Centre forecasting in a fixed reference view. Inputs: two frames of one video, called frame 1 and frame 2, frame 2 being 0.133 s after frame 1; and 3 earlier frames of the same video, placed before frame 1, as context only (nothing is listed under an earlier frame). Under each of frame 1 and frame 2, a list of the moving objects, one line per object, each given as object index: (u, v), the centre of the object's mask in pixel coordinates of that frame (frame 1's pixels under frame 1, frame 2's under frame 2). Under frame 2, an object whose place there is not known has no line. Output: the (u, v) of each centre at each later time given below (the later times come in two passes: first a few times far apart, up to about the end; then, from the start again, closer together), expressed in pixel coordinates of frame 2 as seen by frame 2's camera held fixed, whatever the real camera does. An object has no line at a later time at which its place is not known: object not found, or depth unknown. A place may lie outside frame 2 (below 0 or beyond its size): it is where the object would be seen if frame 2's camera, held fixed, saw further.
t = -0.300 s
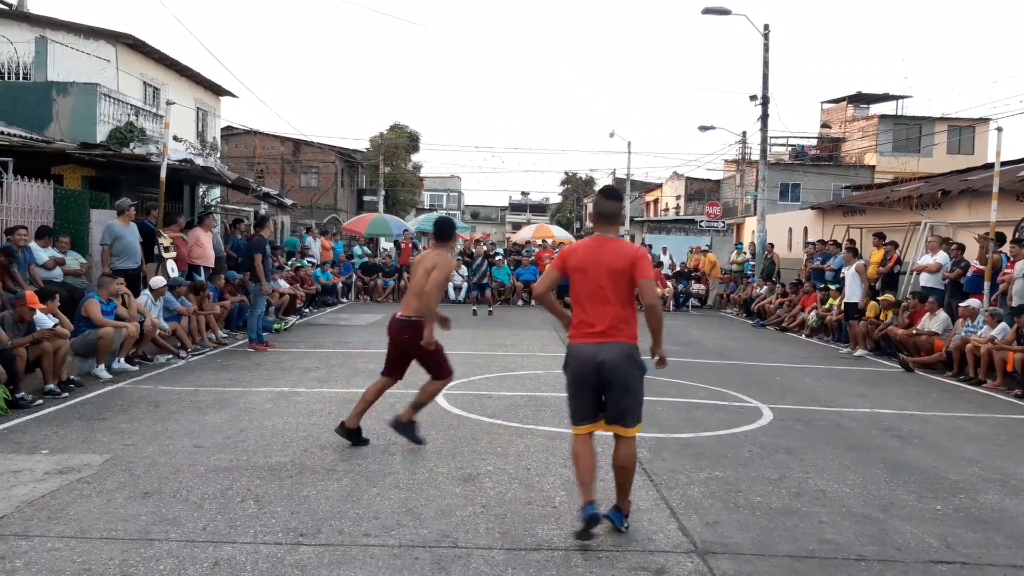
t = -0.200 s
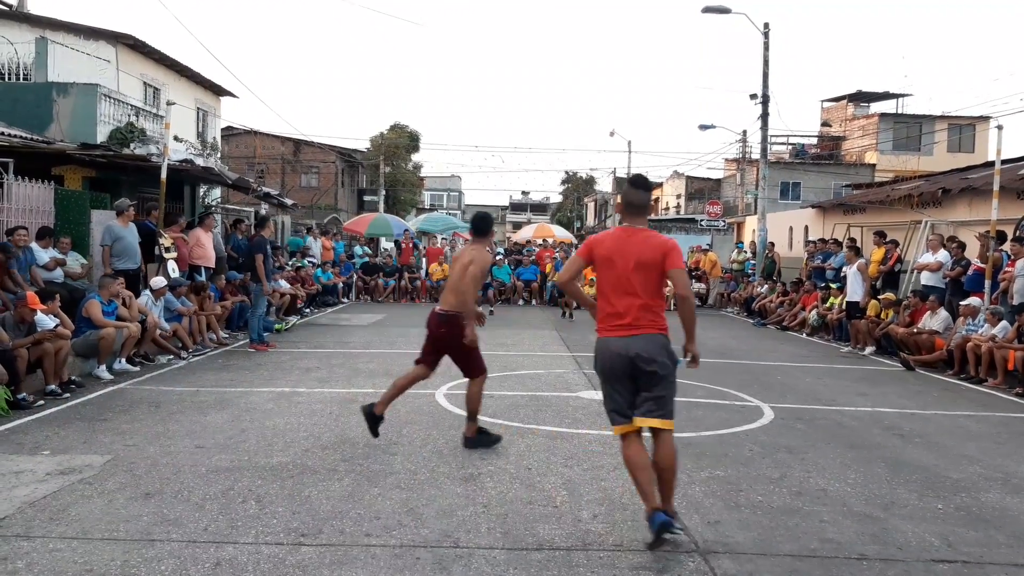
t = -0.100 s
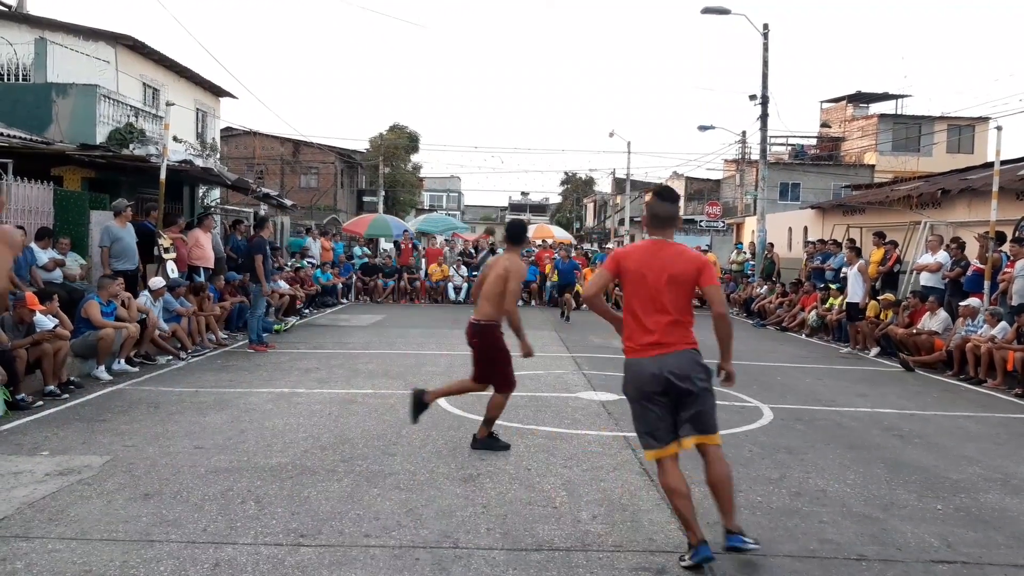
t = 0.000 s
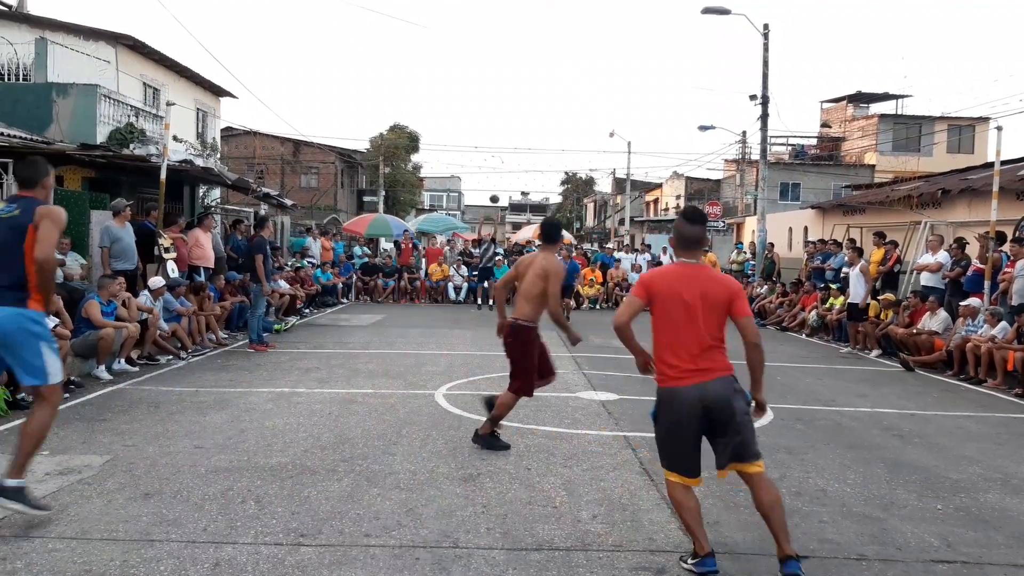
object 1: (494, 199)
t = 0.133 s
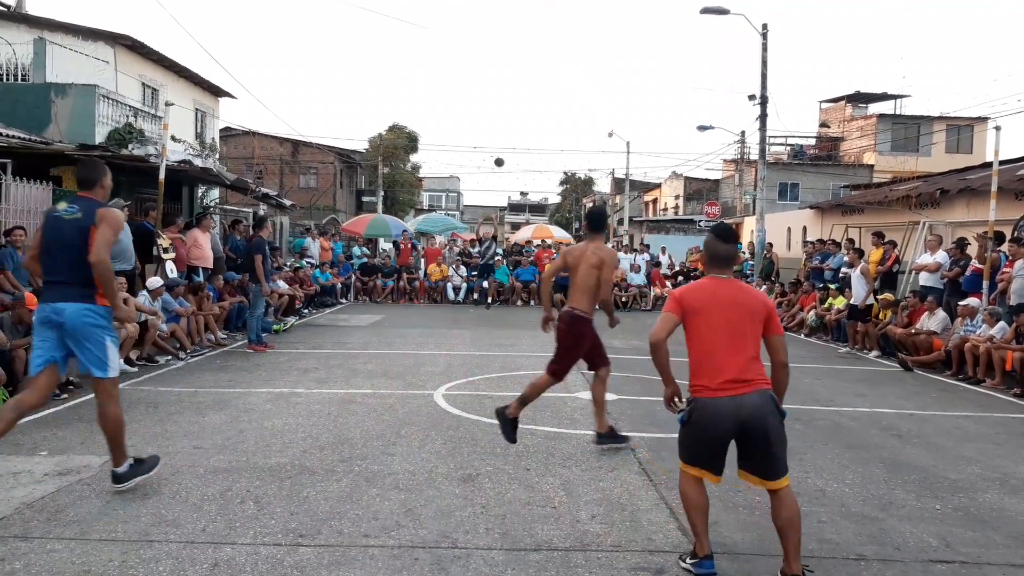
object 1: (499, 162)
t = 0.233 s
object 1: (504, 139)
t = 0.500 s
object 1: (516, 97)
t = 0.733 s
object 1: (527, 90)
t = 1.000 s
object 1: (538, 122)
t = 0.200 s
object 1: (502, 146)
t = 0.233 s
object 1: (504, 139)
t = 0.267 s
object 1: (505, 132)
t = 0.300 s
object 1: (507, 125)
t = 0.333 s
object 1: (508, 119)
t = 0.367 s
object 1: (510, 114)
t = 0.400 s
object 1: (511, 109)
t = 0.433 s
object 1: (513, 105)
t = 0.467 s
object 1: (514, 101)
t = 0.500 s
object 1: (516, 97)
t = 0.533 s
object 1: (517, 94)
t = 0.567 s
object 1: (519, 92)
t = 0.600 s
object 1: (520, 91)
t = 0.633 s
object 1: (522, 90)
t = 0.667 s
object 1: (523, 90)
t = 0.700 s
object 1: (525, 90)
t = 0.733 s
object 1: (527, 90)
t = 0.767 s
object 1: (528, 92)
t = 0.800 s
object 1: (529, 94)
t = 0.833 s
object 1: (531, 97)
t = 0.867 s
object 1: (532, 101)
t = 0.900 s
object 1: (534, 105)
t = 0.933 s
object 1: (535, 110)
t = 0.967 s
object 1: (537, 116)
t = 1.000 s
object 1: (538, 122)
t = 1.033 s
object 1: (539, 130)
